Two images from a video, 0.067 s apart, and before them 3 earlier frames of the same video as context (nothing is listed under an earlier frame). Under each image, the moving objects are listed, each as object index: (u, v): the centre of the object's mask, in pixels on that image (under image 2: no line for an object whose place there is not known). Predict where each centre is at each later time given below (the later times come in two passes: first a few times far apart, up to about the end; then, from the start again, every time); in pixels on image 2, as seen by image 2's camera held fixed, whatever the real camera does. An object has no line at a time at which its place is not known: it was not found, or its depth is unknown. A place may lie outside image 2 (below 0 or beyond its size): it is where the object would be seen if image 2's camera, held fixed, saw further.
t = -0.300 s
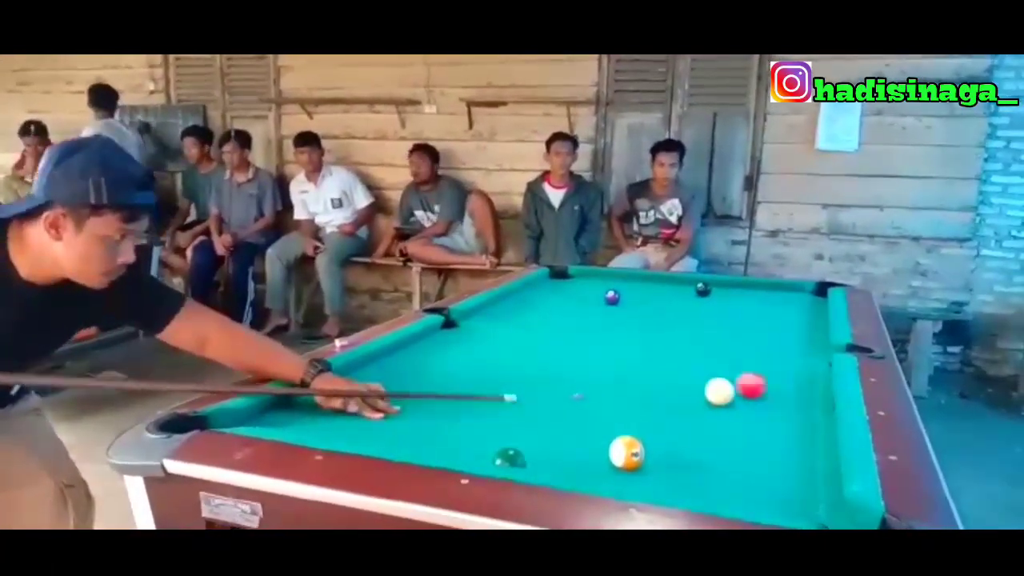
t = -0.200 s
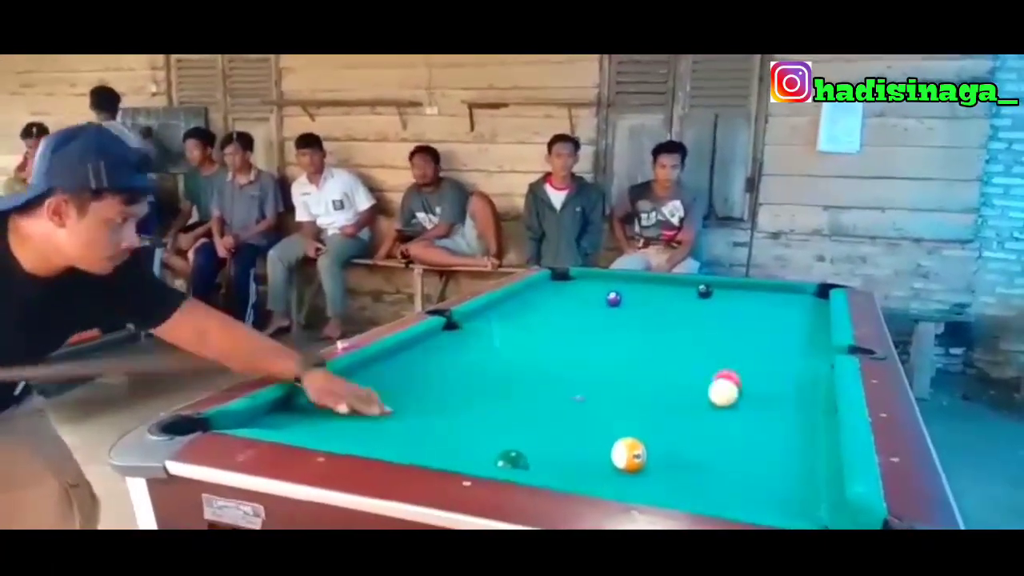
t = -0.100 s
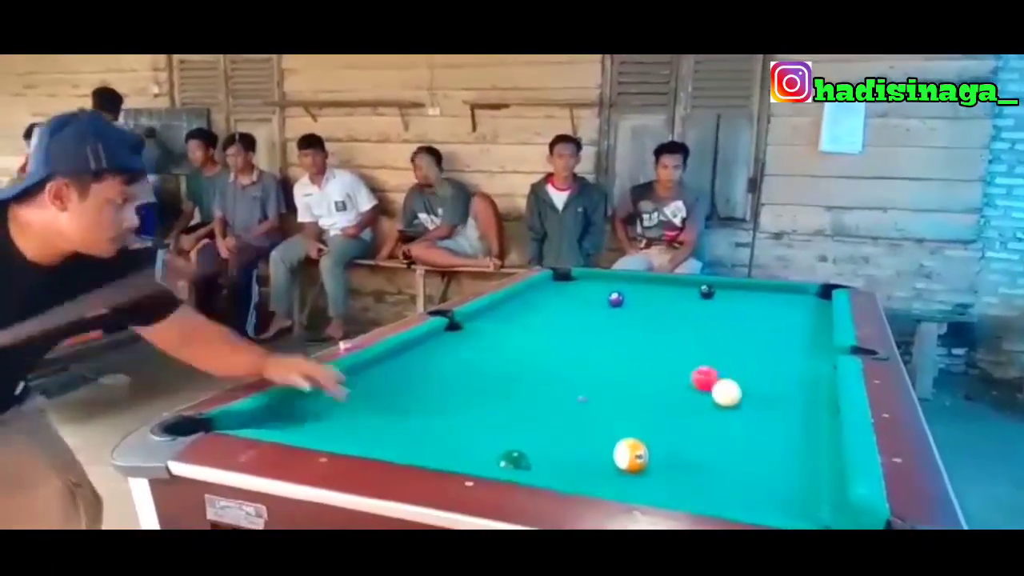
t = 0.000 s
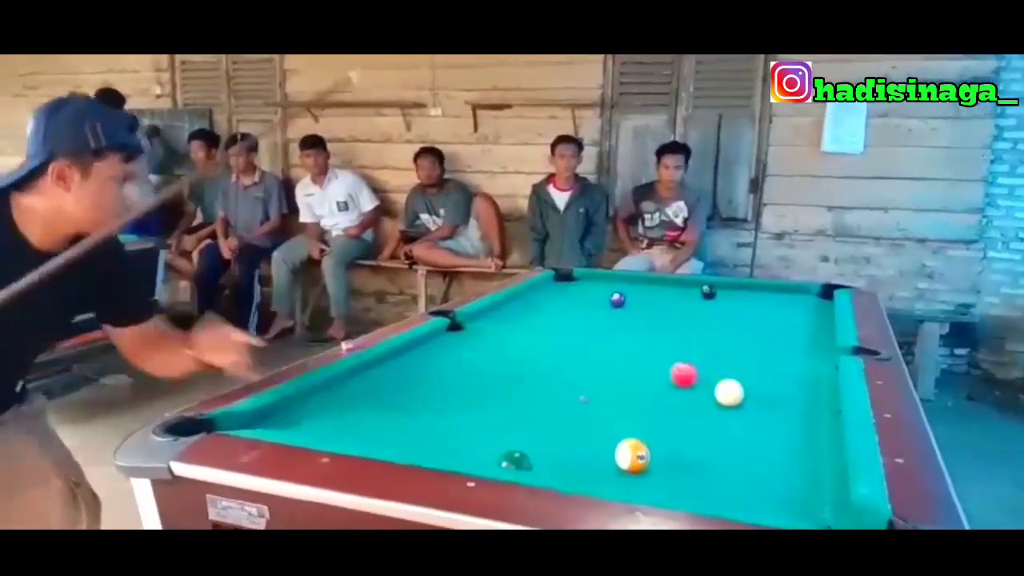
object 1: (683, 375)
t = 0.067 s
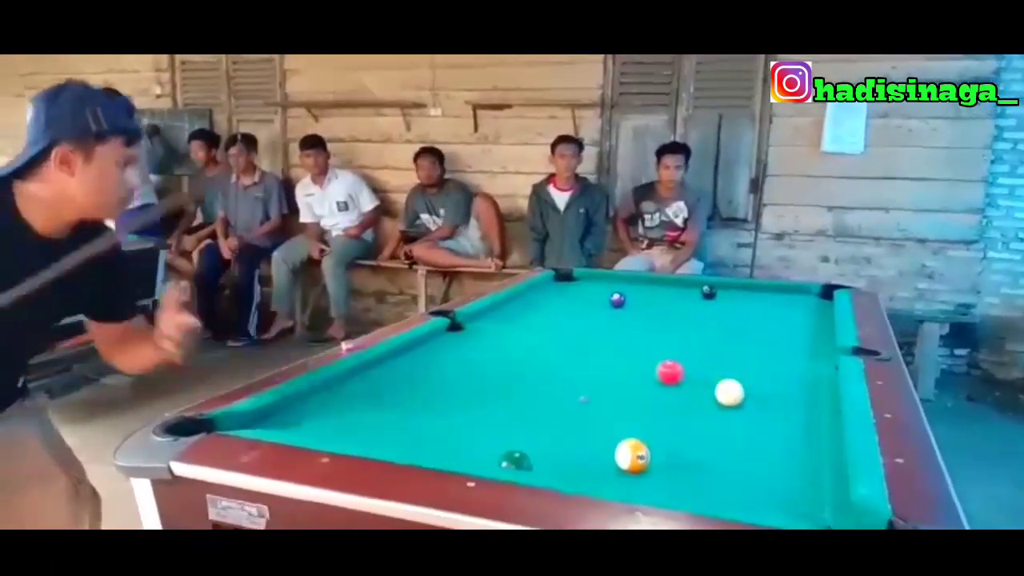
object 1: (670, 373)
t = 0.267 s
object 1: (630, 366)
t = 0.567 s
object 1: (578, 357)
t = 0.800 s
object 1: (544, 351)
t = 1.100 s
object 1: (505, 345)
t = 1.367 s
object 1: (476, 340)
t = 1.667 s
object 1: (449, 335)
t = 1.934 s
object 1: (453, 334)
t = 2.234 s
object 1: (466, 335)
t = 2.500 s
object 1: (476, 336)
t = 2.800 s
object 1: (482, 336)
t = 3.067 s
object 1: (486, 337)
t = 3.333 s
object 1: (486, 337)
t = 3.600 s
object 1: (486, 338)
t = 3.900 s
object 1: (486, 338)
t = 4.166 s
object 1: (486, 338)
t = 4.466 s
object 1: (485, 338)
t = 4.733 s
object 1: (486, 338)
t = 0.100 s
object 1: (663, 371)
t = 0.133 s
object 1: (656, 370)
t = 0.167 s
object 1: (649, 369)
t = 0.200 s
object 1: (642, 368)
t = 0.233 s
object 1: (636, 367)
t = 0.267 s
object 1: (630, 366)
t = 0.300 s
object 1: (623, 365)
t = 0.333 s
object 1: (617, 364)
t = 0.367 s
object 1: (611, 363)
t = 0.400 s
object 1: (606, 362)
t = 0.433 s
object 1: (600, 361)
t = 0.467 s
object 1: (594, 360)
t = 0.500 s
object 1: (589, 359)
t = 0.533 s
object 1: (584, 358)
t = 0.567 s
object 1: (578, 357)
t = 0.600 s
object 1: (573, 356)
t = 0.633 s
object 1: (568, 355)
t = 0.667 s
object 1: (563, 355)
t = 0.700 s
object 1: (558, 353)
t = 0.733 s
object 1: (553, 352)
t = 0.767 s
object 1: (548, 352)
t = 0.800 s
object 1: (544, 351)
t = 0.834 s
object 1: (540, 350)
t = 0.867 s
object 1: (535, 350)
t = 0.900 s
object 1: (530, 349)
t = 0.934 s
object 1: (526, 348)
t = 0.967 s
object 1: (522, 348)
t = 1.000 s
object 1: (518, 347)
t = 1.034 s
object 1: (514, 346)
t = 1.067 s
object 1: (509, 346)
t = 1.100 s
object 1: (505, 345)
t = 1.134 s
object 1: (501, 344)
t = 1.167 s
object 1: (498, 344)
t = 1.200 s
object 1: (494, 343)
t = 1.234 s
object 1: (490, 342)
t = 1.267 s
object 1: (486, 342)
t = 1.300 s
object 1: (483, 342)
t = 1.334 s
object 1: (479, 341)
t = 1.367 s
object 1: (476, 340)
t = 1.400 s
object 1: (473, 340)
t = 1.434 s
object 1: (470, 339)
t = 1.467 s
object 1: (466, 338)
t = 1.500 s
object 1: (463, 338)
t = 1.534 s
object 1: (460, 337)
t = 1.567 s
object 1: (458, 337)
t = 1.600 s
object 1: (455, 336)
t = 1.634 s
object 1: (452, 336)
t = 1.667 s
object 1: (449, 335)
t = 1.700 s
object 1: (445, 335)
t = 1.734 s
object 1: (443, 335)
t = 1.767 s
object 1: (443, 335)
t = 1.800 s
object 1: (445, 335)
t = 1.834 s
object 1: (447, 335)
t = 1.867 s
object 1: (450, 335)
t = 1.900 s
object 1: (451, 335)
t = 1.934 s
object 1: (453, 334)
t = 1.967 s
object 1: (455, 335)
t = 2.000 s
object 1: (457, 335)
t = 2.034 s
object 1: (458, 335)
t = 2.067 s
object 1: (459, 335)
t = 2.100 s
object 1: (461, 335)
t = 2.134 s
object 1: (462, 335)
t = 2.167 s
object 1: (464, 335)
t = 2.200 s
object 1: (465, 335)
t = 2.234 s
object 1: (466, 335)
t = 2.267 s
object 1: (468, 335)
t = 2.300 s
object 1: (469, 335)
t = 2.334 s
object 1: (470, 336)
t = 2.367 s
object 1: (471, 335)
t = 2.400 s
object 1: (473, 335)
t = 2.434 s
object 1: (474, 335)
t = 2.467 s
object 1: (475, 336)
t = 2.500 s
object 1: (476, 336)
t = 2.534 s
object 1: (477, 336)
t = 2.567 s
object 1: (478, 336)
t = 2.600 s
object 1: (478, 336)
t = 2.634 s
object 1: (479, 336)
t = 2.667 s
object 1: (480, 337)
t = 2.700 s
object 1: (480, 337)
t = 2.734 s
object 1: (481, 337)
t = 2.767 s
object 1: (482, 337)
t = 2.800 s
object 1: (482, 336)
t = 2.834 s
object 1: (483, 337)
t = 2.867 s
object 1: (483, 337)
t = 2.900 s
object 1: (484, 337)
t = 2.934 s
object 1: (484, 337)
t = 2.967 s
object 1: (485, 337)
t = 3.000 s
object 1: (485, 337)
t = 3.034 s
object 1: (485, 337)
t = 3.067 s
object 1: (486, 337)
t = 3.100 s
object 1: (486, 337)
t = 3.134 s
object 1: (486, 337)
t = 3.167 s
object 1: (486, 337)
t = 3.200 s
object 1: (486, 337)
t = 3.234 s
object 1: (486, 337)
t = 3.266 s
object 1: (486, 337)
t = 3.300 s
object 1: (486, 338)
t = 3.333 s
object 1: (486, 337)
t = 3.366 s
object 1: (486, 338)
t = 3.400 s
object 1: (486, 338)
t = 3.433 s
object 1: (486, 338)
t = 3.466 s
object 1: (486, 338)
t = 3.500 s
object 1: (486, 338)
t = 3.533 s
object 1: (486, 338)
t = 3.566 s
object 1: (486, 338)
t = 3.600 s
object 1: (486, 338)
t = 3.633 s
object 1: (486, 337)
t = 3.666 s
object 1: (486, 338)
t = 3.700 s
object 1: (486, 338)
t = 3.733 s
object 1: (486, 338)
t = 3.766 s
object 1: (486, 338)
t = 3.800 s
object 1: (486, 338)
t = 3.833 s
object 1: (486, 338)
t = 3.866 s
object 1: (486, 338)
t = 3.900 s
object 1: (486, 338)
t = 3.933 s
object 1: (486, 338)
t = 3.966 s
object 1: (486, 338)
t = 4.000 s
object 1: (486, 338)
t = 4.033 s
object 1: (486, 338)
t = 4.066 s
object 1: (486, 338)
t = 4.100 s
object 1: (486, 338)
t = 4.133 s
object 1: (486, 338)
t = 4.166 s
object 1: (486, 338)
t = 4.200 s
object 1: (486, 338)
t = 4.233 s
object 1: (486, 338)
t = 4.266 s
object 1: (486, 338)
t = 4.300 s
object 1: (485, 338)
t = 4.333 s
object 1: (486, 338)
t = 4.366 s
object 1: (486, 338)
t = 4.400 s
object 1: (486, 338)
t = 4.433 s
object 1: (486, 338)
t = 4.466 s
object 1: (485, 338)
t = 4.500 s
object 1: (486, 338)
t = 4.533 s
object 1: (486, 338)
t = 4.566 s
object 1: (486, 338)
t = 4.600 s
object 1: (486, 338)
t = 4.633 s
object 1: (486, 338)
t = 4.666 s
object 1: (486, 338)
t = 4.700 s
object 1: (486, 338)
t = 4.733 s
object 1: (486, 338)
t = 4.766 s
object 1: (486, 338)
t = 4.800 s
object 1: (486, 338)
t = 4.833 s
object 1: (487, 338)
